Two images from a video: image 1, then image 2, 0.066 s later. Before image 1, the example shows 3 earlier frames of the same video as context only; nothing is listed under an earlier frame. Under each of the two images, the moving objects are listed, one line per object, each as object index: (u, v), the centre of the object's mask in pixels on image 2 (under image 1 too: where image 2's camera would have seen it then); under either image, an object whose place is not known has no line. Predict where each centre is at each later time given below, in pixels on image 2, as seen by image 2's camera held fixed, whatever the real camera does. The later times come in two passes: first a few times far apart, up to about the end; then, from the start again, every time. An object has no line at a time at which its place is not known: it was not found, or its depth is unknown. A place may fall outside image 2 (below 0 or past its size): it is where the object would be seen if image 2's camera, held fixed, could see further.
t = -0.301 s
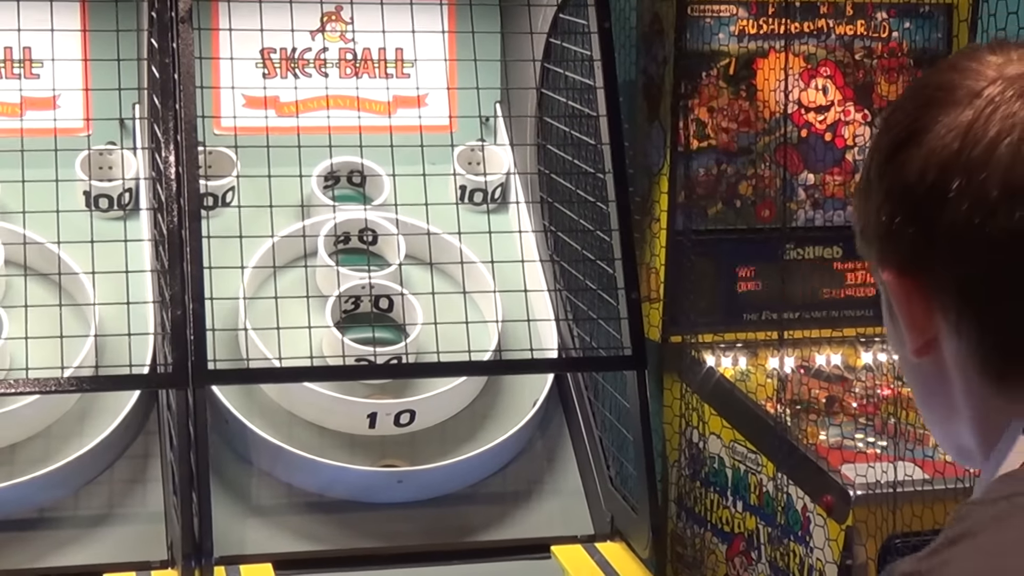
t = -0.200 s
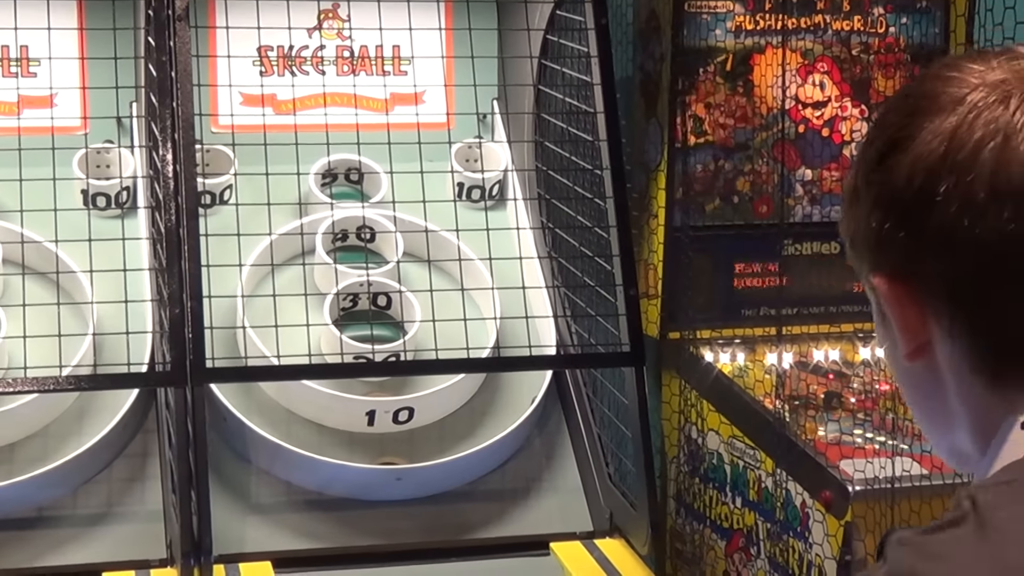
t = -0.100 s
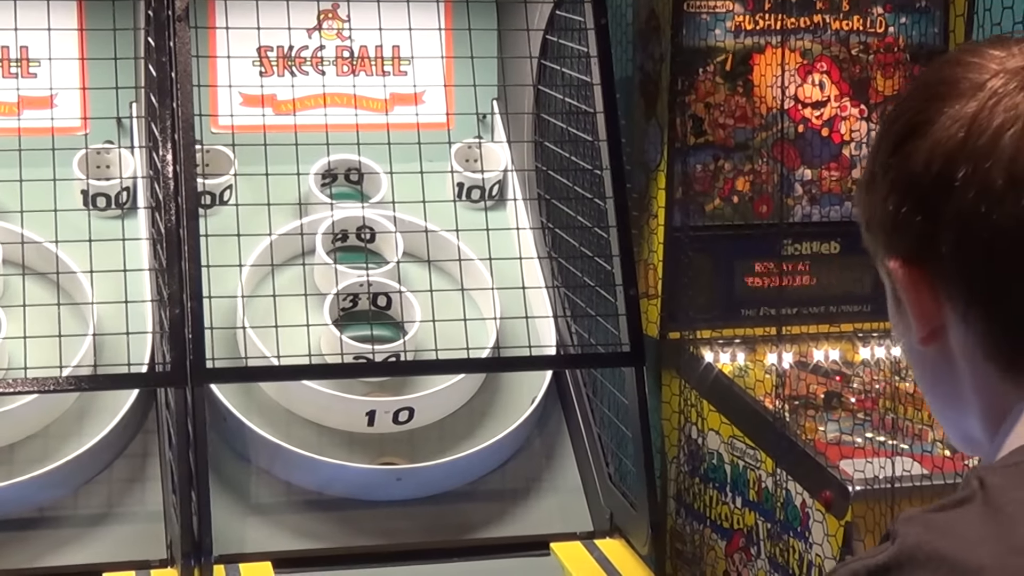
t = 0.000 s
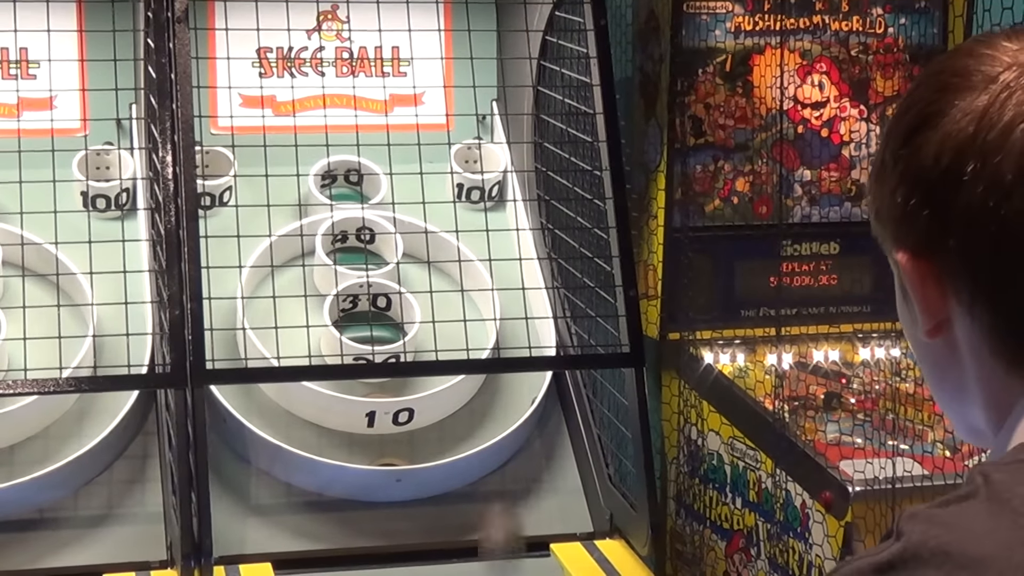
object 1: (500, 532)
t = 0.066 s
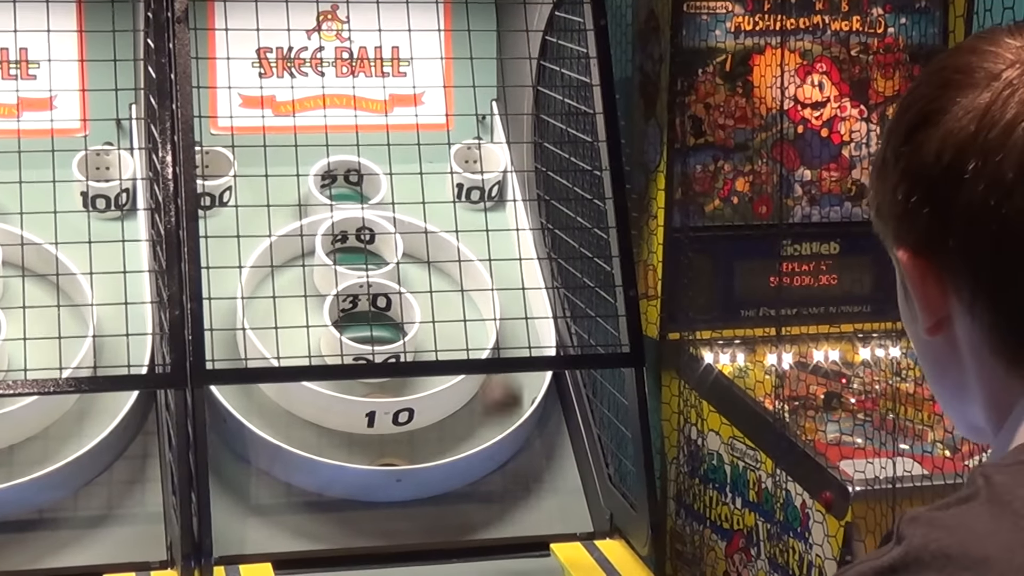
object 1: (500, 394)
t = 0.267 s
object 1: (499, 159)
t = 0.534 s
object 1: (465, 119)
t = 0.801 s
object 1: (372, 183)
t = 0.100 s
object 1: (501, 339)
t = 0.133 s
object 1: (500, 290)
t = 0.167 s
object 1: (499, 247)
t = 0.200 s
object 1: (499, 208)
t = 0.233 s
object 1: (499, 184)
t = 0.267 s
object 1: (499, 159)
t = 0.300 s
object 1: (499, 144)
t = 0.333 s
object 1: (499, 135)
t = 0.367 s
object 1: (498, 132)
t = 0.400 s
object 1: (498, 133)
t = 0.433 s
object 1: (498, 139)
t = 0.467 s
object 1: (495, 150)
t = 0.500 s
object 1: (477, 134)
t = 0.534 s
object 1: (465, 119)
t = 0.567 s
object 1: (456, 110)
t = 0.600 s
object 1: (444, 104)
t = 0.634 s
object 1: (434, 104)
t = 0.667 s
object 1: (421, 111)
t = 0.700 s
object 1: (408, 122)
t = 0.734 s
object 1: (399, 136)
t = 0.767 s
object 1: (385, 159)
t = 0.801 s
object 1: (372, 183)
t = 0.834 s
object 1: (357, 185)
